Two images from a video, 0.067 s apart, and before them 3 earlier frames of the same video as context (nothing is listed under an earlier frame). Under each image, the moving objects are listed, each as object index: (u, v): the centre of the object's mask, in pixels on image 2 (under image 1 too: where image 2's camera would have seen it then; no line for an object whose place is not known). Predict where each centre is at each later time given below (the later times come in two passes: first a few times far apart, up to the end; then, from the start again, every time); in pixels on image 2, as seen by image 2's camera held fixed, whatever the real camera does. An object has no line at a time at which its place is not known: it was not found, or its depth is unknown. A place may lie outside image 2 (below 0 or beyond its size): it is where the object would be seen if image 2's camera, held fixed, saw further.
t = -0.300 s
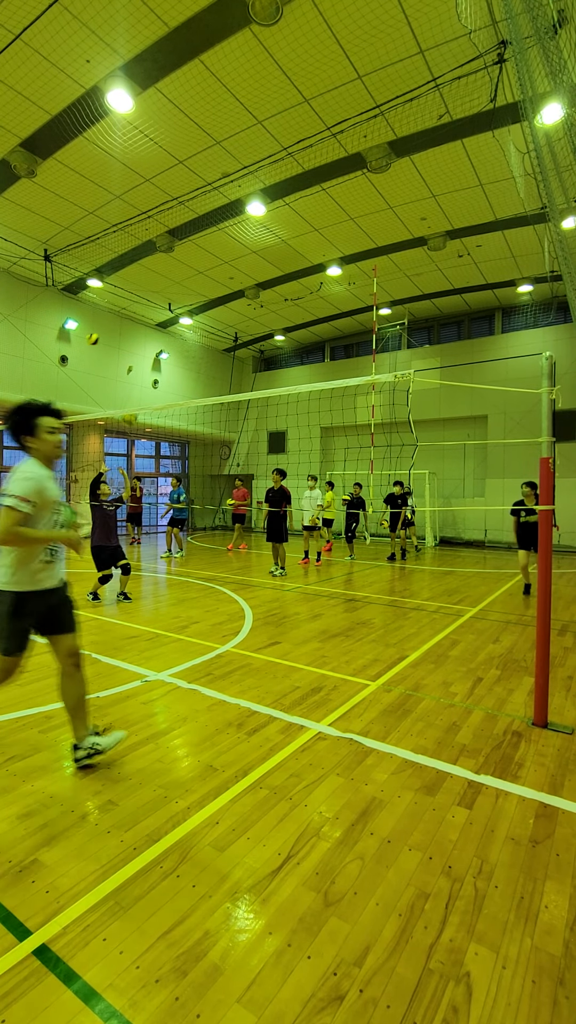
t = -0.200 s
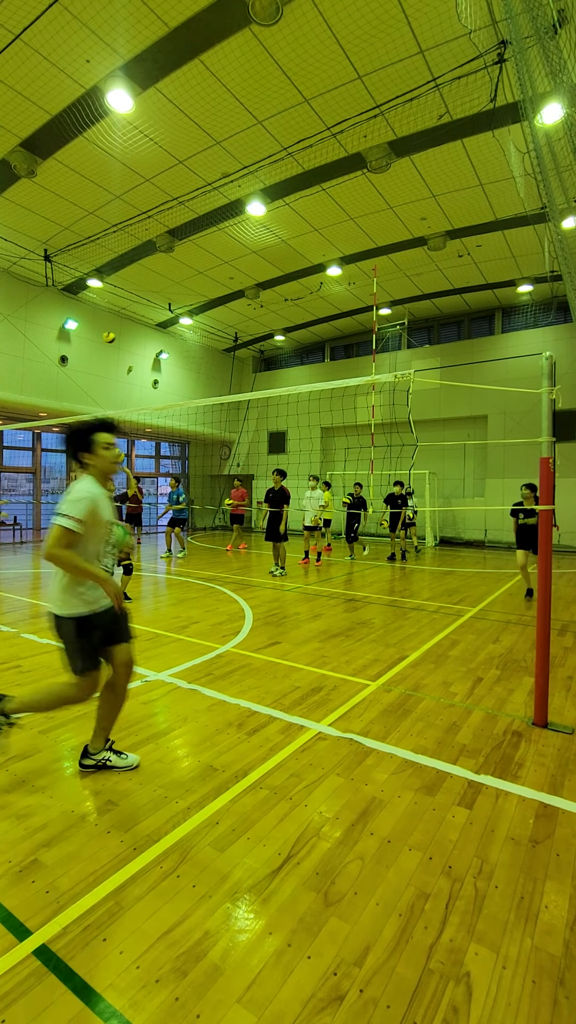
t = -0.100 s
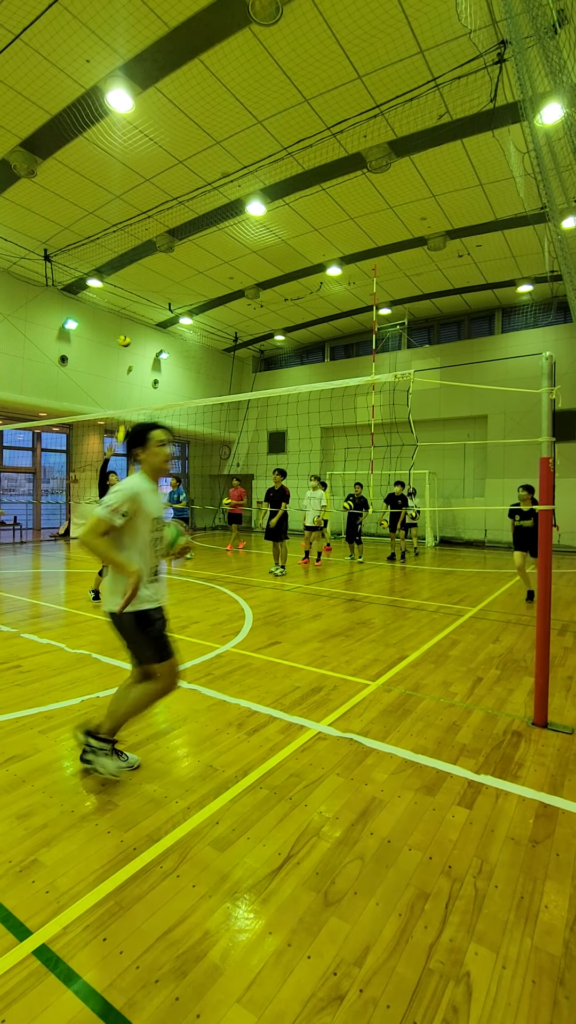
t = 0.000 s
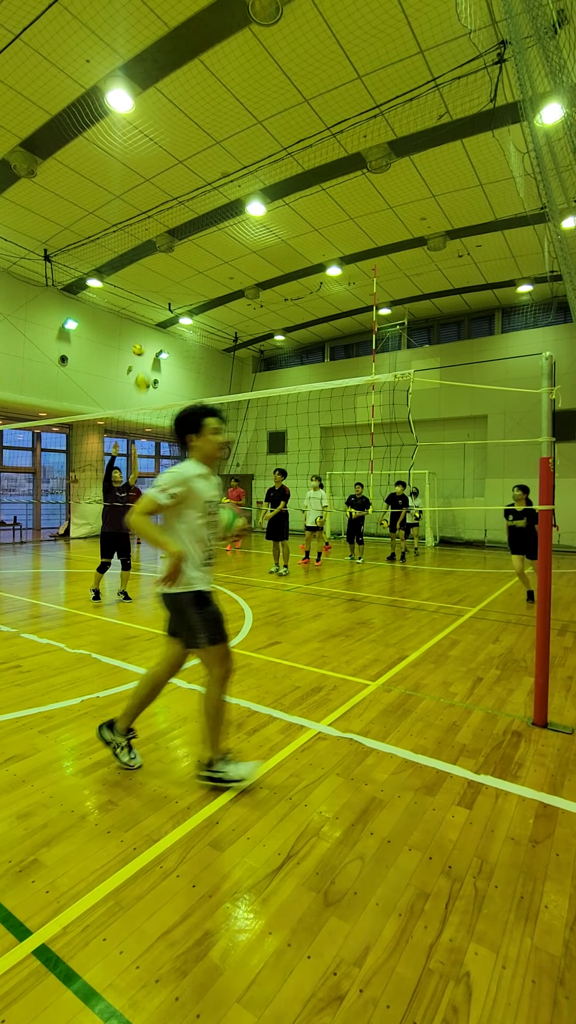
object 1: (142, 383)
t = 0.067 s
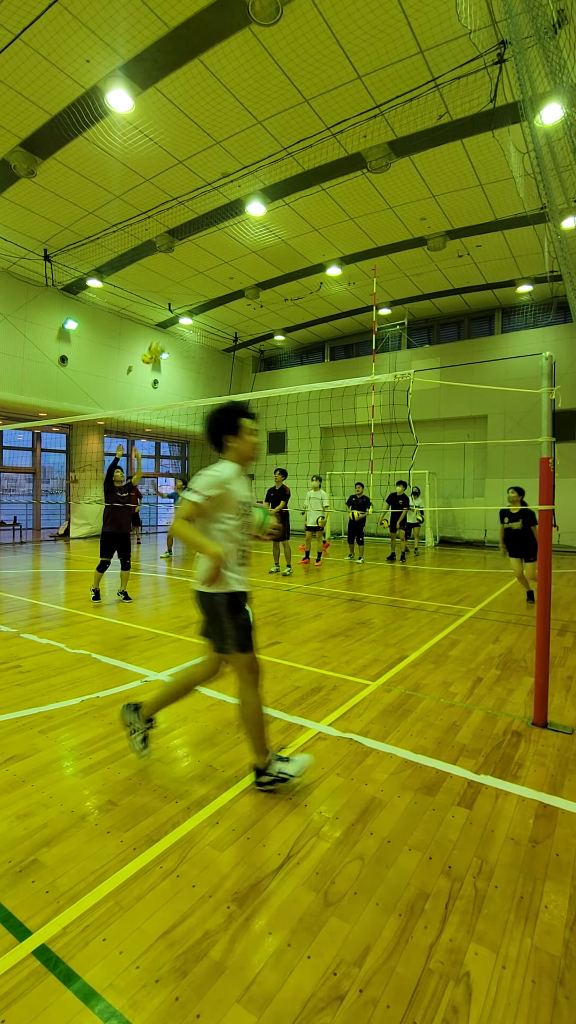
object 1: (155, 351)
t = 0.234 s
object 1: (190, 281)
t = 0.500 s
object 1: (249, 215)
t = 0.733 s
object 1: (309, 206)
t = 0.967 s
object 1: (375, 256)
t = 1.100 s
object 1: (414, 315)
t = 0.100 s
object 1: (162, 334)
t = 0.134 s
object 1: (168, 321)
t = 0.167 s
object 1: (176, 307)
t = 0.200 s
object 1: (183, 292)
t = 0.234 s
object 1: (190, 281)
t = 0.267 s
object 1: (196, 270)
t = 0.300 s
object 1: (204, 259)
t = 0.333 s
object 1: (211, 250)
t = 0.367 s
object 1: (218, 242)
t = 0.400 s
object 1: (226, 233)
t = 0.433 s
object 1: (234, 225)
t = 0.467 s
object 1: (241, 220)
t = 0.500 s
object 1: (249, 215)
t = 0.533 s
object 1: (259, 210)
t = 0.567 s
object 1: (268, 206)
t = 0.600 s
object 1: (276, 203)
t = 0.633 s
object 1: (284, 202)
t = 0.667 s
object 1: (292, 203)
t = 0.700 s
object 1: (300, 204)
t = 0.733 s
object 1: (309, 206)
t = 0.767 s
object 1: (317, 210)
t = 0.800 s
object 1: (327, 214)
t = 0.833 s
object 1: (336, 220)
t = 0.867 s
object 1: (346, 227)
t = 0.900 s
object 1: (355, 236)
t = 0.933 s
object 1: (366, 246)
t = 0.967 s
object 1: (375, 256)
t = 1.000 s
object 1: (385, 269)
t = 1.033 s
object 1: (396, 284)
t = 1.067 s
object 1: (405, 298)
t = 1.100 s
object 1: (414, 315)
